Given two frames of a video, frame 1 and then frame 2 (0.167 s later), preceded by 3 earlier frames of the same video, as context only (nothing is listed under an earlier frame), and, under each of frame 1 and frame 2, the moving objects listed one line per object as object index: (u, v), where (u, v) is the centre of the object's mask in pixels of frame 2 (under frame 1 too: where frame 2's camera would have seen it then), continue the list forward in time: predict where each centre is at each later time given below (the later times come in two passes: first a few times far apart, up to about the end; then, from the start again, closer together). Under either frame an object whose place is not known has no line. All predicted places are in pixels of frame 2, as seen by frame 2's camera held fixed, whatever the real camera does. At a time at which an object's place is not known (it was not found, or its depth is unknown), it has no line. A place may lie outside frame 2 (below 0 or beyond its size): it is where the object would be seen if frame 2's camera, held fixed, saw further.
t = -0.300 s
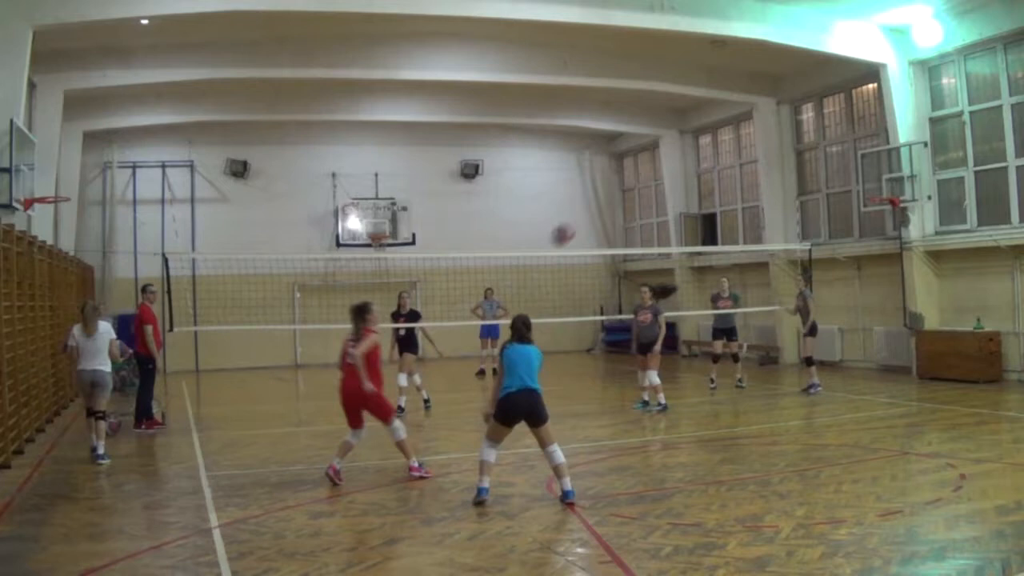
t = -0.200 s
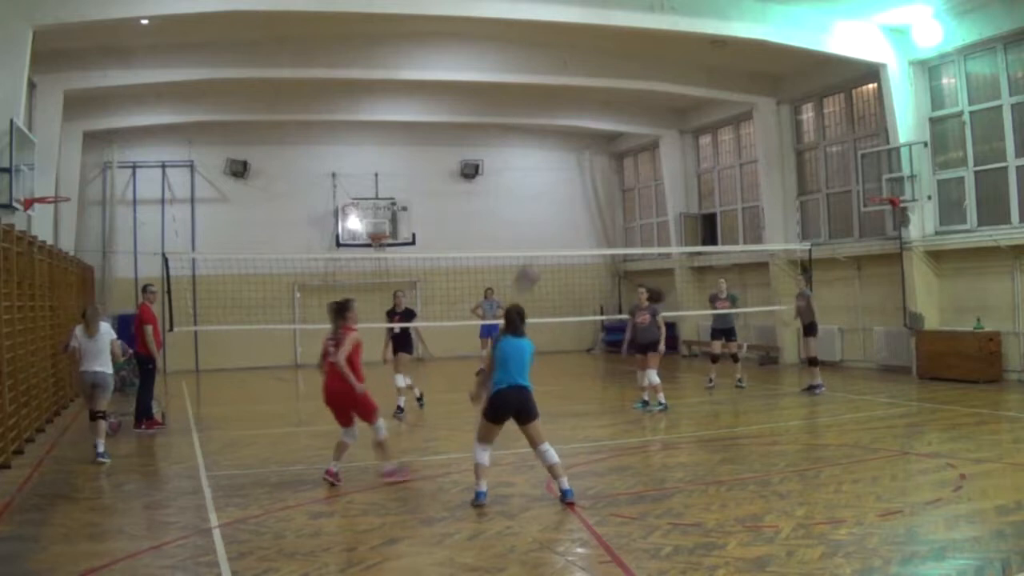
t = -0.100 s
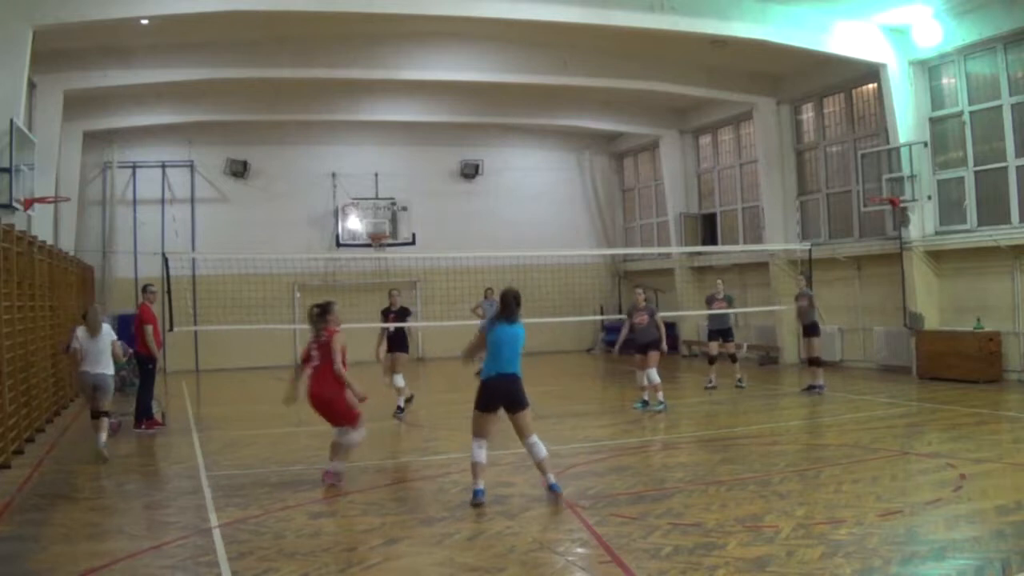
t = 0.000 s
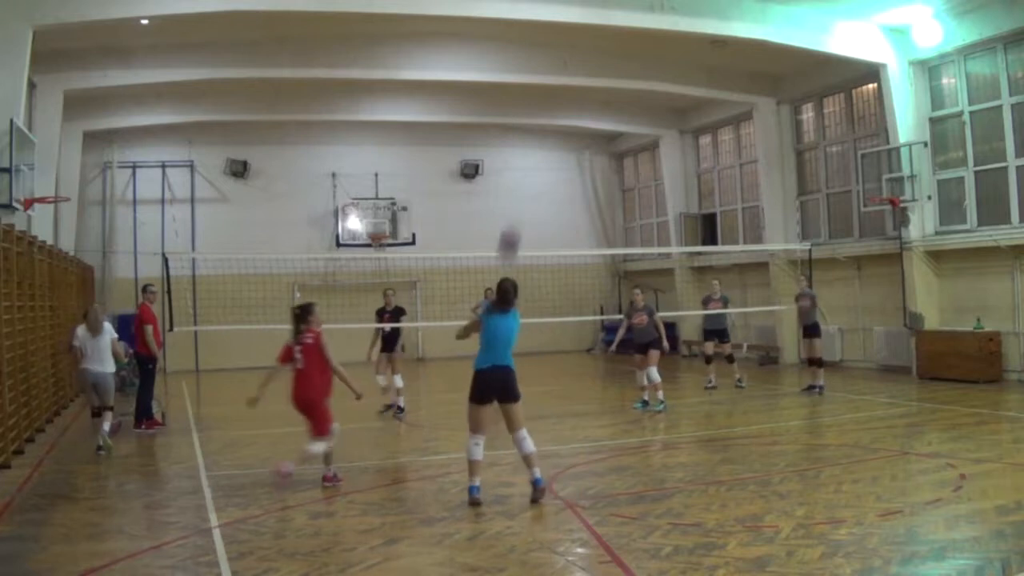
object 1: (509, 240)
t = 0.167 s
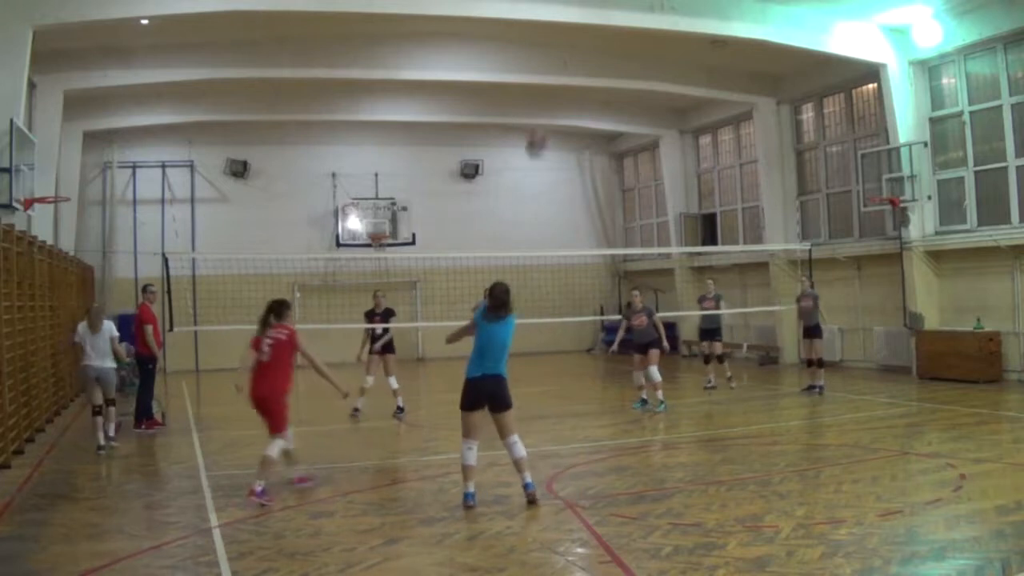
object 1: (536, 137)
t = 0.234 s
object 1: (548, 112)
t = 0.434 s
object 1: (578, 62)
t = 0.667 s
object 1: (606, 54)
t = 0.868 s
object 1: (629, 85)
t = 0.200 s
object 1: (543, 123)
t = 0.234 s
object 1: (548, 112)
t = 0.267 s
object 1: (553, 101)
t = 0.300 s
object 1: (557, 91)
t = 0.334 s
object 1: (563, 83)
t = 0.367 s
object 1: (567, 75)
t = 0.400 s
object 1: (573, 68)
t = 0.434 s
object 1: (578, 62)
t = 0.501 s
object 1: (586, 54)
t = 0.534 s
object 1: (589, 52)
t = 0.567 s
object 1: (593, 53)
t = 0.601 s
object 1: (598, 53)
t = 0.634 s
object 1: (603, 52)
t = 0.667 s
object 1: (606, 54)
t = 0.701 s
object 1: (610, 57)
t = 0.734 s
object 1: (614, 61)
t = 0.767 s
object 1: (618, 65)
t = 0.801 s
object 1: (623, 71)
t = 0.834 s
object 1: (627, 76)
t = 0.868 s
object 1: (629, 85)
